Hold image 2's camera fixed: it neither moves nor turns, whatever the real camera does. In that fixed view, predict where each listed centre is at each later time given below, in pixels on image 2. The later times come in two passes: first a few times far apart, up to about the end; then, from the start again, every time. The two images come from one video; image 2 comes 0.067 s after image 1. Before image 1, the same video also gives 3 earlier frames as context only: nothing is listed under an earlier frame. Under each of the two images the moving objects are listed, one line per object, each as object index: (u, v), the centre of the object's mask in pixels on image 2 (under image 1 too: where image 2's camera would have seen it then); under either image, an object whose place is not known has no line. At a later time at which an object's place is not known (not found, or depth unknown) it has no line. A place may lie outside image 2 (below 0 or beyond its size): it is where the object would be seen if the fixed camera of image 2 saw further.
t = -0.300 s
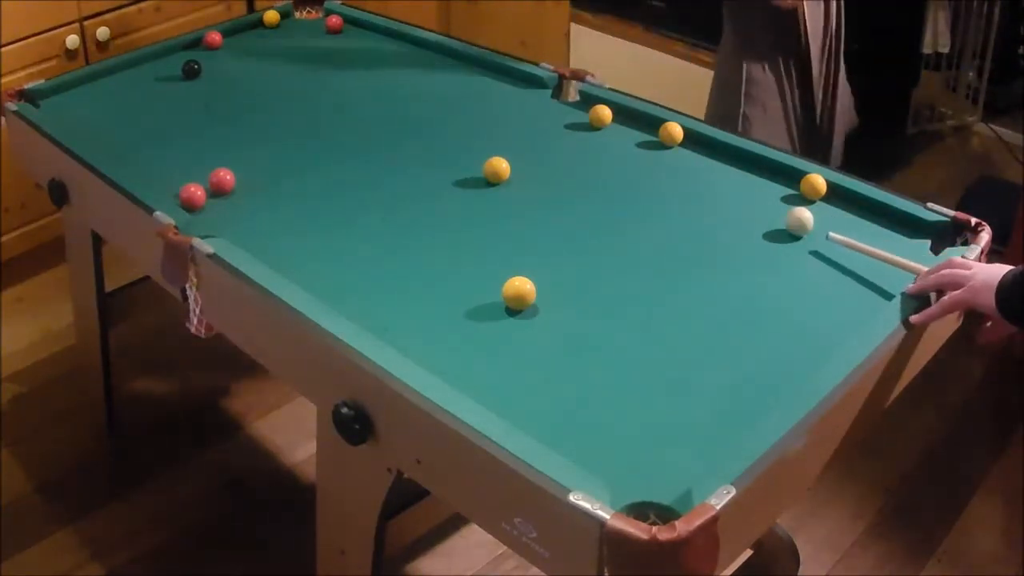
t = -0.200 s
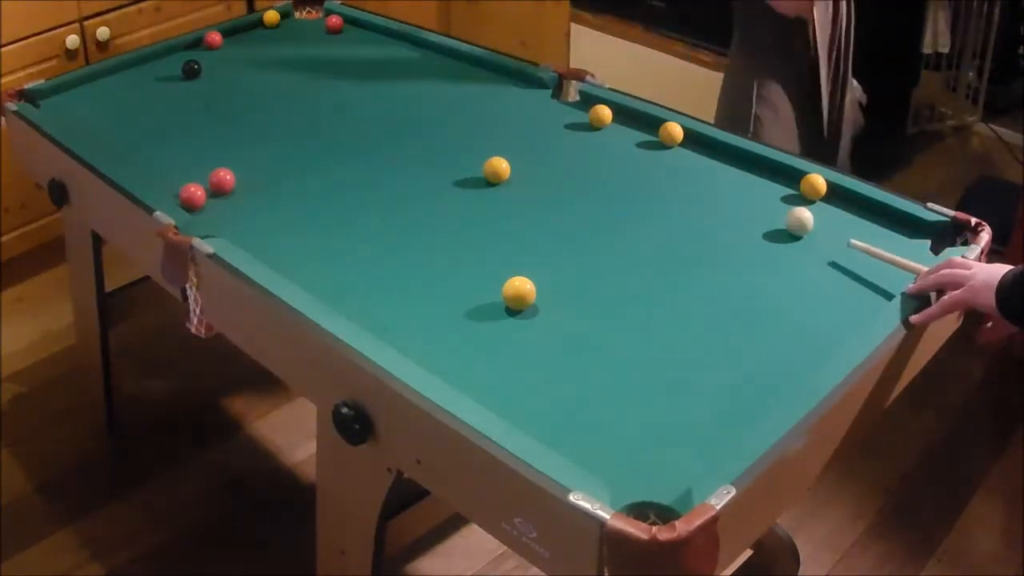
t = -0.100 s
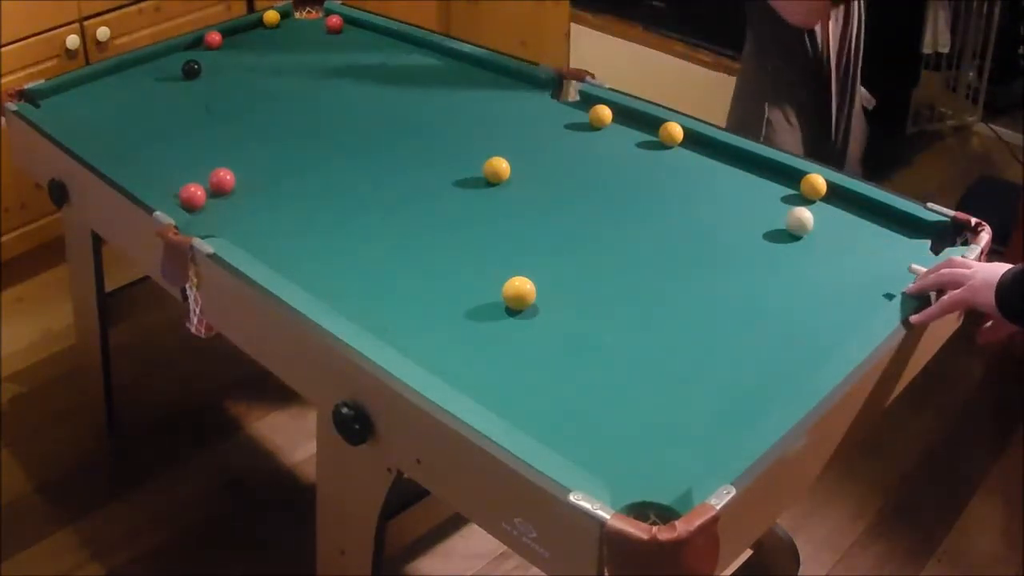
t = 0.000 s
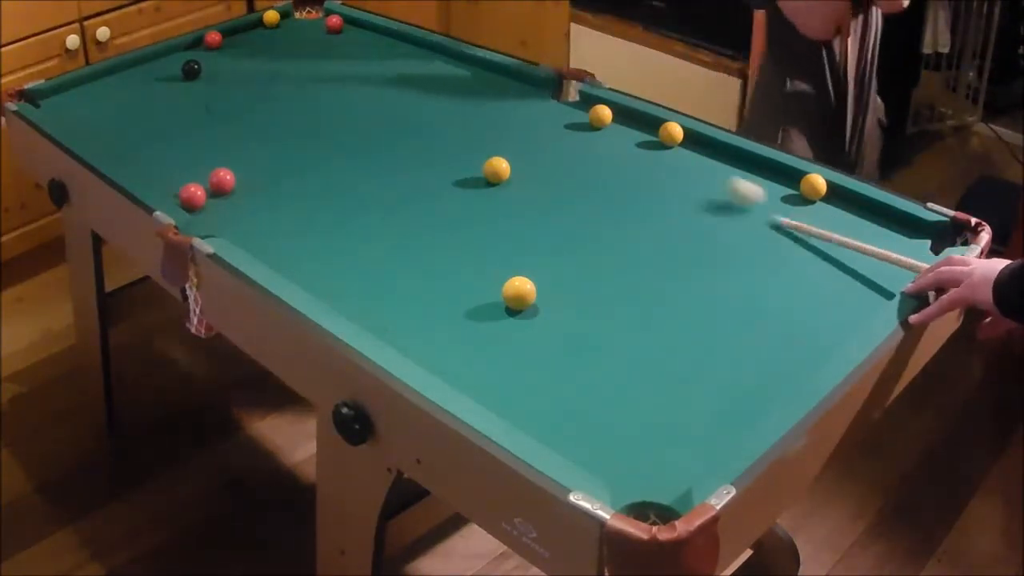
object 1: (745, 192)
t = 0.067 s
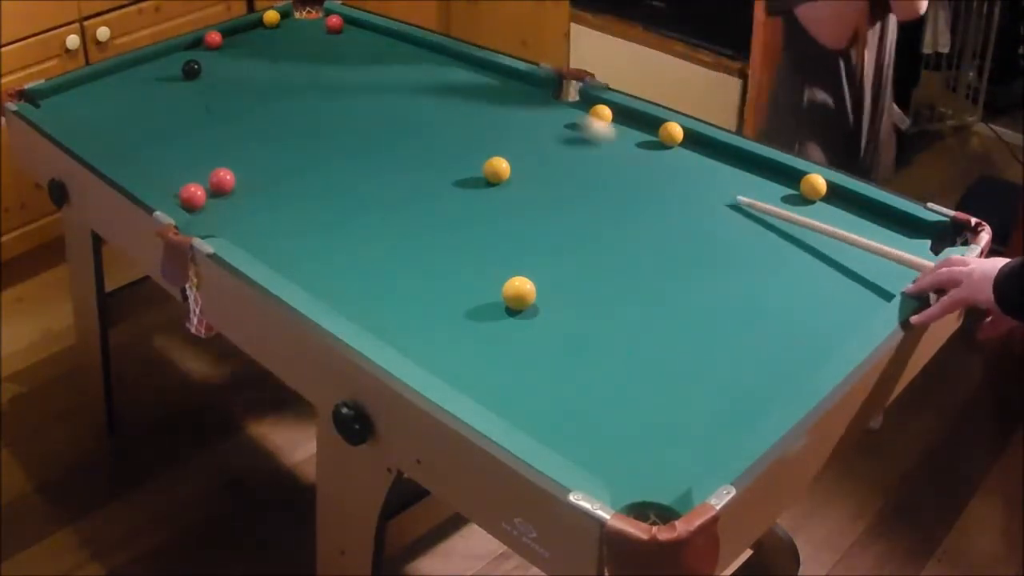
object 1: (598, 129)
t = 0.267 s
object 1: (349, 24)
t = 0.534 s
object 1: (379, 42)
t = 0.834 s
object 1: (433, 73)
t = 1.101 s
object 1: (487, 102)
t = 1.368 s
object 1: (544, 129)
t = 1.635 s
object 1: (598, 156)
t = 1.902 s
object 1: (647, 178)
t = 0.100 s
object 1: (535, 102)
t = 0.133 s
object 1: (481, 78)
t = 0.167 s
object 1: (432, 60)
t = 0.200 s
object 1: (389, 42)
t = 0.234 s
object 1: (353, 28)
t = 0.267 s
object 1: (349, 24)
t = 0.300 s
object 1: (350, 21)
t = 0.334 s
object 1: (345, 22)
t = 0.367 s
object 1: (345, 23)
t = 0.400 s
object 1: (353, 27)
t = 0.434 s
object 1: (360, 32)
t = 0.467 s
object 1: (367, 35)
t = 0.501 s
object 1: (374, 39)
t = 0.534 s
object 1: (379, 42)
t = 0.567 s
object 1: (385, 46)
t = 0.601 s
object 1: (390, 49)
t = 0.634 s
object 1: (396, 52)
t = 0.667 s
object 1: (402, 56)
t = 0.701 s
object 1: (408, 59)
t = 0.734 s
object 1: (414, 63)
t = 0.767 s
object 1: (420, 66)
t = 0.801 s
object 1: (427, 70)
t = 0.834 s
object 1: (433, 73)
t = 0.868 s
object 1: (440, 77)
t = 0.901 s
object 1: (446, 81)
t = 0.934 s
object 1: (453, 84)
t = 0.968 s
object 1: (459, 88)
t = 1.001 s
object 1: (466, 91)
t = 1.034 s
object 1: (473, 95)
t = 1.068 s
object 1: (479, 99)
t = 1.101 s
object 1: (487, 102)
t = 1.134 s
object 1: (494, 105)
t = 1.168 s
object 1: (500, 109)
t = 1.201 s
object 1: (508, 112)
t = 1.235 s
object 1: (515, 116)
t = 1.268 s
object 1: (522, 119)
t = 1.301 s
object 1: (529, 122)
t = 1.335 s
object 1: (536, 126)
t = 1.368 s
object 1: (544, 129)
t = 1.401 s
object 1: (550, 133)
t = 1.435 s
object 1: (557, 136)
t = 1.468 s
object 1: (564, 140)
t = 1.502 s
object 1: (571, 143)
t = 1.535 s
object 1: (577, 146)
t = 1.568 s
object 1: (584, 149)
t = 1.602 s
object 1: (591, 153)
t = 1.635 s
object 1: (598, 156)
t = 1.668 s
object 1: (604, 158)
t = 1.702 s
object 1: (610, 161)
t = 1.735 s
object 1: (617, 164)
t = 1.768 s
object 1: (623, 167)
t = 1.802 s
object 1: (629, 169)
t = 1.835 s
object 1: (635, 173)
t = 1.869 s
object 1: (641, 176)
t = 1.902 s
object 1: (647, 178)
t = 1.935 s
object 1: (652, 181)
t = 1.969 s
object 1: (658, 183)
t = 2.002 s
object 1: (663, 185)
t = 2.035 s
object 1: (669, 188)
